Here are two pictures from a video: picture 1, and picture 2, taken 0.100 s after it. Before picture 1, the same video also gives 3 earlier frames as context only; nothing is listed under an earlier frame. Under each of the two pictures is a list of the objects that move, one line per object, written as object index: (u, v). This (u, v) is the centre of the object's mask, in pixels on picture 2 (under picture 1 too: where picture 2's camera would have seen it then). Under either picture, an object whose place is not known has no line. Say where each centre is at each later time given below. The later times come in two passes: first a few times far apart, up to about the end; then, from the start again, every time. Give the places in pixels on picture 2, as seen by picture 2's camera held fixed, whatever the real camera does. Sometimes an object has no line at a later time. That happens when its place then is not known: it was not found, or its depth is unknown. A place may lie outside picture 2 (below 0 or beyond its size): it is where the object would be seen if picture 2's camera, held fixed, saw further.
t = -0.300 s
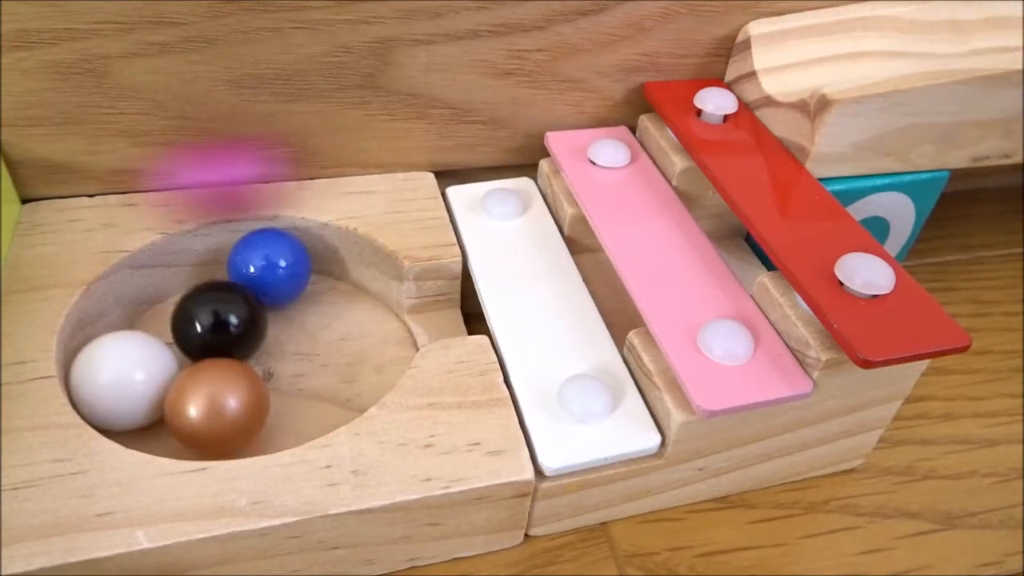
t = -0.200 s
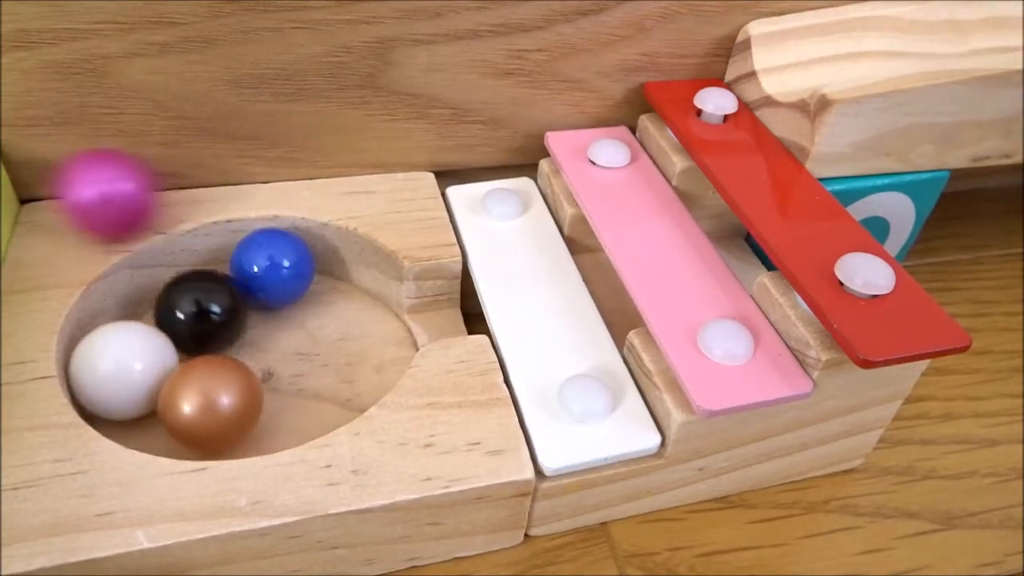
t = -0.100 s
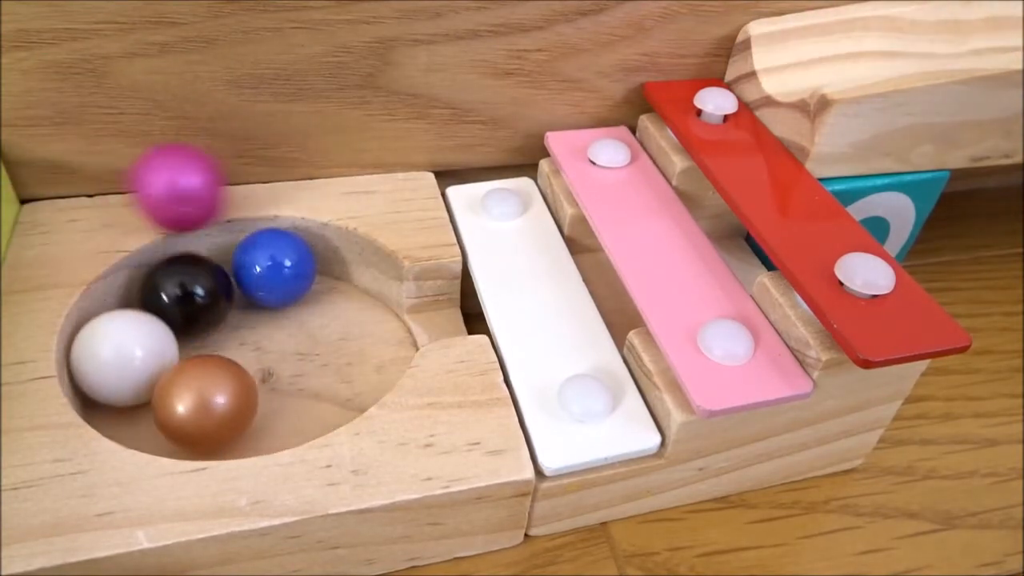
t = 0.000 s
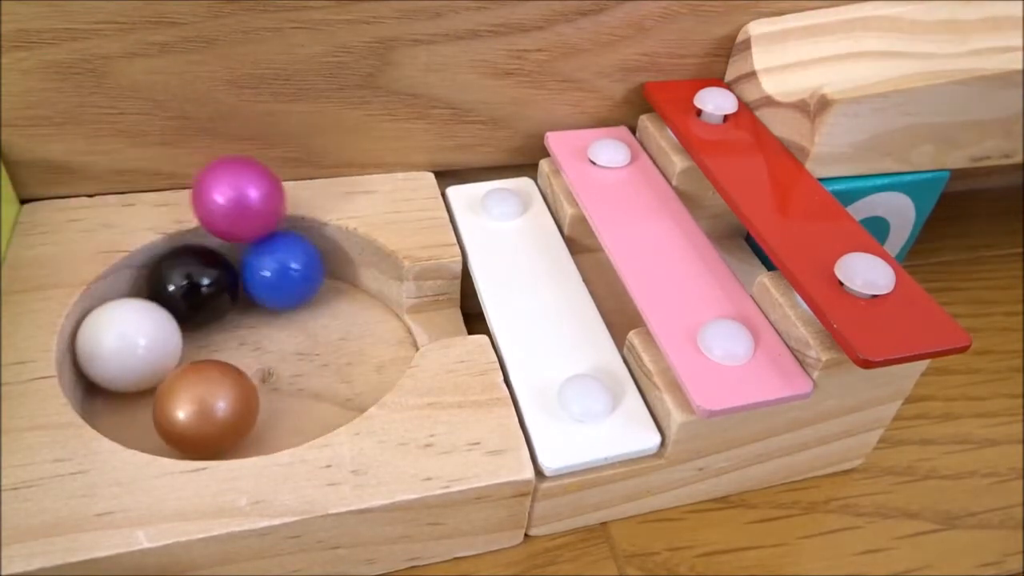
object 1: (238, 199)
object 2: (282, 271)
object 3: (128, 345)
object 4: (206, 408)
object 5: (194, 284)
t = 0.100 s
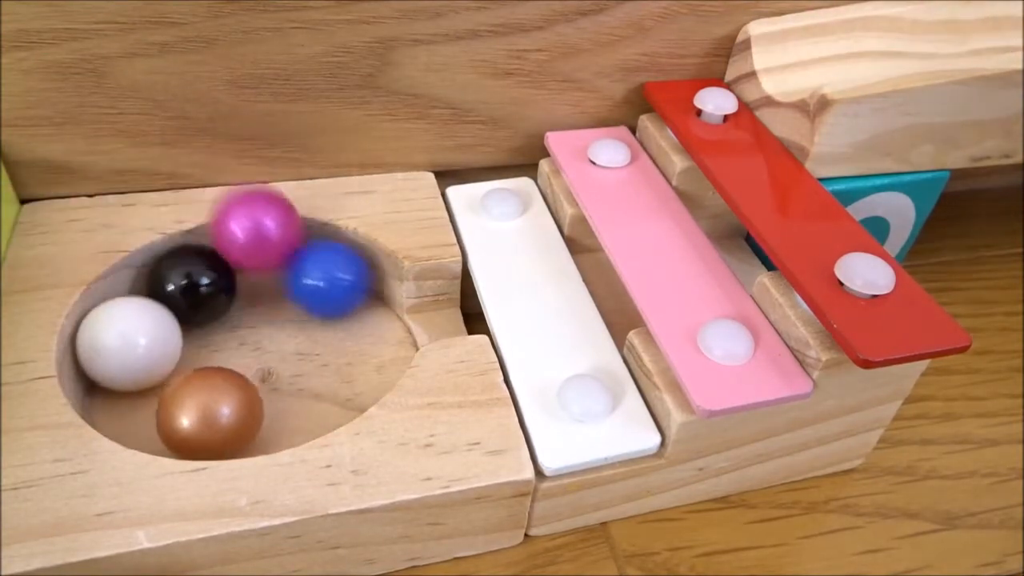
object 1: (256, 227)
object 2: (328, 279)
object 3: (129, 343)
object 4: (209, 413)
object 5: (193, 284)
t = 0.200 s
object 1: (284, 272)
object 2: (372, 314)
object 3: (123, 361)
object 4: (211, 418)
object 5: (175, 293)
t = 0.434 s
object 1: (286, 271)
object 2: (346, 327)
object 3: (125, 381)
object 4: (221, 422)
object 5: (152, 306)
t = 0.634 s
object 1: (240, 272)
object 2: (304, 310)
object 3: (122, 380)
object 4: (214, 415)
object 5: (154, 305)
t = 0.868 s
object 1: (238, 269)
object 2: (302, 307)
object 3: (121, 375)
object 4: (212, 409)
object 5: (155, 303)
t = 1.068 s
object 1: (245, 270)
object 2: (314, 302)
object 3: (121, 377)
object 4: (210, 411)
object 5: (153, 304)
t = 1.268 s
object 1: (287, 266)
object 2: (342, 313)
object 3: (128, 392)
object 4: (227, 412)
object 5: (138, 316)
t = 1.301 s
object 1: (295, 267)
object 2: (349, 316)
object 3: (133, 397)
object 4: (233, 414)
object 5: (131, 323)
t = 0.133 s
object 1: (269, 256)
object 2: (349, 287)
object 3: (126, 349)
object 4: (210, 415)
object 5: (187, 286)
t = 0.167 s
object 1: (278, 265)
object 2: (361, 298)
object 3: (124, 355)
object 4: (211, 416)
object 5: (181, 290)
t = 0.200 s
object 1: (284, 272)
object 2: (372, 314)
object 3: (123, 361)
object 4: (211, 418)
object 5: (175, 293)
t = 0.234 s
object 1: (288, 272)
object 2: (384, 328)
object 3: (123, 365)
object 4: (213, 420)
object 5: (169, 296)
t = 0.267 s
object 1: (292, 271)
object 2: (387, 338)
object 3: (123, 370)
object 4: (215, 421)
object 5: (163, 298)
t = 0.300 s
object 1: (293, 269)
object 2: (381, 339)
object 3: (124, 373)
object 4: (217, 422)
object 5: (160, 301)
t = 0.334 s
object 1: (293, 269)
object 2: (374, 338)
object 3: (124, 376)
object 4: (219, 422)
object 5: (159, 303)
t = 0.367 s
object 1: (292, 270)
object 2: (364, 335)
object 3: (124, 379)
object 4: (220, 422)
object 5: (157, 305)
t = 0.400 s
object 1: (289, 270)
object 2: (354, 331)
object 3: (125, 380)
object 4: (221, 422)
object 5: (154, 305)
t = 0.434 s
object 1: (286, 271)
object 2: (346, 327)
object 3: (125, 381)
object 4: (221, 422)
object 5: (152, 306)
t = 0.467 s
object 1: (279, 271)
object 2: (338, 324)
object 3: (125, 382)
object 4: (220, 421)
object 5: (152, 306)
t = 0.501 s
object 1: (272, 270)
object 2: (330, 320)
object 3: (124, 383)
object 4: (219, 420)
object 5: (152, 306)
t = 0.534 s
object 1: (263, 271)
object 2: (321, 317)
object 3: (124, 383)
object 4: (218, 419)
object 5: (152, 306)
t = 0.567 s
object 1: (255, 270)
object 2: (314, 314)
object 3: (124, 382)
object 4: (217, 417)
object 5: (153, 305)
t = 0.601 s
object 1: (247, 271)
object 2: (308, 312)
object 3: (123, 381)
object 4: (216, 416)
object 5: (153, 305)
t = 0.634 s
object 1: (240, 272)
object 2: (304, 310)
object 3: (122, 380)
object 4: (214, 415)
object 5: (154, 305)
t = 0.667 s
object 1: (237, 270)
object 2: (301, 308)
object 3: (122, 380)
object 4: (213, 415)
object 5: (154, 305)
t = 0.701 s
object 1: (235, 270)
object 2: (299, 307)
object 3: (121, 379)
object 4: (212, 414)
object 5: (153, 305)
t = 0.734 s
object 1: (234, 269)
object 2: (299, 306)
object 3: (121, 379)
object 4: (211, 413)
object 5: (153, 305)
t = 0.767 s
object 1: (234, 270)
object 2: (300, 306)
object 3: (121, 379)
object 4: (211, 411)
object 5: (153, 306)
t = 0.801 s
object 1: (235, 270)
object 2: (301, 306)
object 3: (121, 378)
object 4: (212, 410)
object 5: (153, 305)
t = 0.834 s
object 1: (236, 269)
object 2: (301, 307)
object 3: (121, 377)
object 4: (212, 409)
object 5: (154, 304)
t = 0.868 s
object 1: (238, 269)
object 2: (302, 307)
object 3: (121, 375)
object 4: (212, 409)
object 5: (155, 303)
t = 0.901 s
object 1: (239, 269)
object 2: (304, 306)
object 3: (121, 375)
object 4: (212, 410)
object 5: (156, 303)
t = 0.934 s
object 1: (239, 269)
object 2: (306, 305)
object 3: (121, 376)
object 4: (211, 411)
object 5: (155, 303)
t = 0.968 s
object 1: (239, 270)
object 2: (307, 304)
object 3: (121, 377)
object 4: (211, 411)
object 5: (153, 304)
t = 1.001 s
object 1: (239, 270)
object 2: (308, 303)
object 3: (121, 377)
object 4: (210, 411)
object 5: (153, 304)
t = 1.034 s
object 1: (240, 271)
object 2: (310, 302)
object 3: (121, 377)
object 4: (210, 411)
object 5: (153, 304)
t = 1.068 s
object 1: (245, 270)
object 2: (314, 302)
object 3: (121, 377)
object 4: (210, 411)
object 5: (153, 304)
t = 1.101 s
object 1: (251, 269)
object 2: (318, 302)
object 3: (121, 378)
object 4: (211, 411)
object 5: (153, 305)
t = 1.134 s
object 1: (258, 268)
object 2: (323, 302)
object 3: (122, 379)
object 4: (213, 410)
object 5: (151, 306)
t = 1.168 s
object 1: (264, 267)
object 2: (327, 304)
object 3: (122, 381)
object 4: (215, 410)
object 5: (148, 307)
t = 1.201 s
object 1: (271, 266)
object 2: (331, 306)
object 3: (123, 384)
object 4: (218, 409)
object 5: (146, 309)
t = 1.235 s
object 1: (279, 266)
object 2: (336, 310)
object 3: (125, 387)
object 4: (223, 410)
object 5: (143, 312)
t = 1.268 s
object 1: (287, 266)
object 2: (342, 313)
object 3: (128, 392)
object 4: (227, 412)
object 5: (138, 316)
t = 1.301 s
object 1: (295, 267)
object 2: (349, 316)
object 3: (133, 397)
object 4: (233, 414)
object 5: (131, 323)
